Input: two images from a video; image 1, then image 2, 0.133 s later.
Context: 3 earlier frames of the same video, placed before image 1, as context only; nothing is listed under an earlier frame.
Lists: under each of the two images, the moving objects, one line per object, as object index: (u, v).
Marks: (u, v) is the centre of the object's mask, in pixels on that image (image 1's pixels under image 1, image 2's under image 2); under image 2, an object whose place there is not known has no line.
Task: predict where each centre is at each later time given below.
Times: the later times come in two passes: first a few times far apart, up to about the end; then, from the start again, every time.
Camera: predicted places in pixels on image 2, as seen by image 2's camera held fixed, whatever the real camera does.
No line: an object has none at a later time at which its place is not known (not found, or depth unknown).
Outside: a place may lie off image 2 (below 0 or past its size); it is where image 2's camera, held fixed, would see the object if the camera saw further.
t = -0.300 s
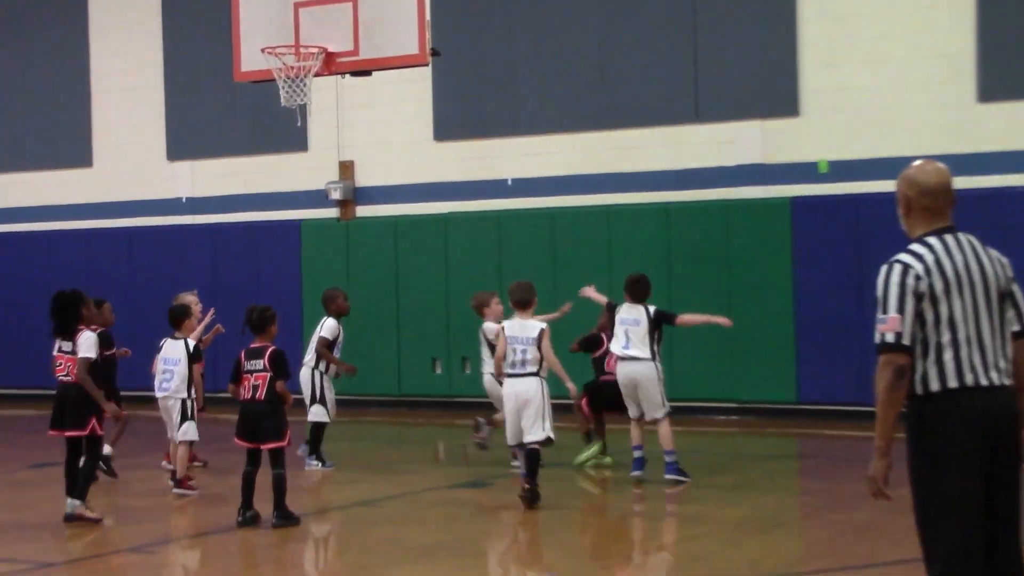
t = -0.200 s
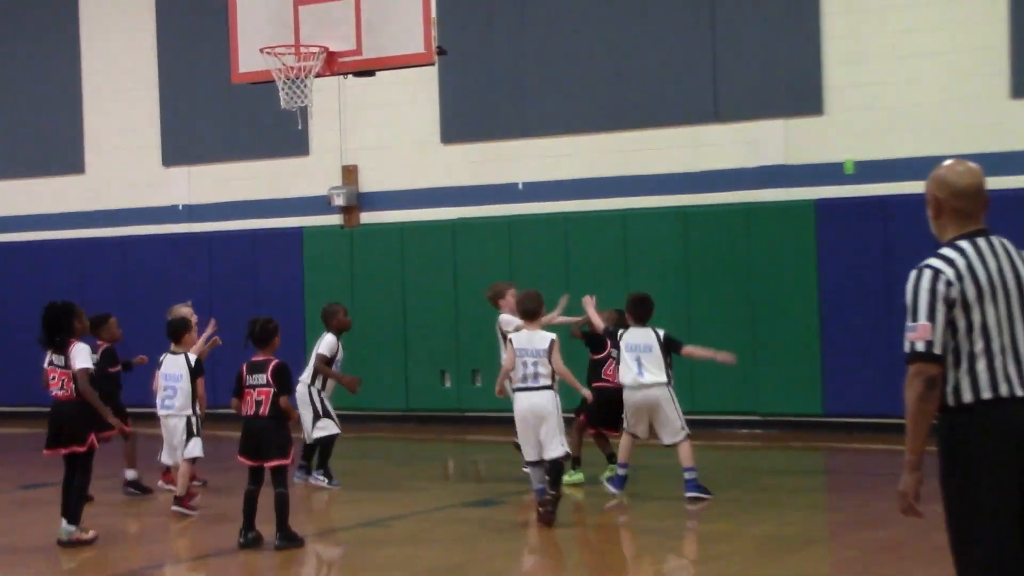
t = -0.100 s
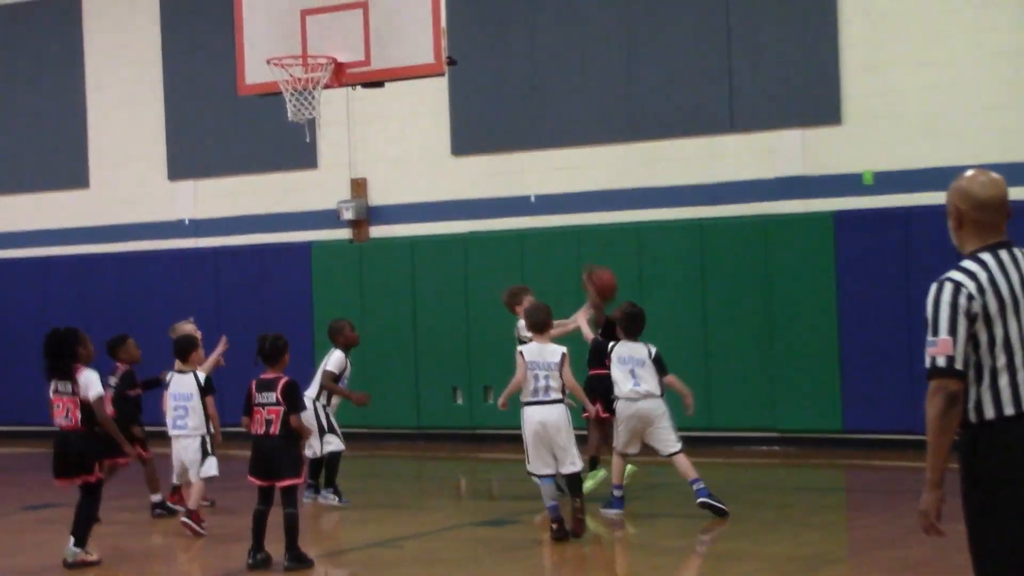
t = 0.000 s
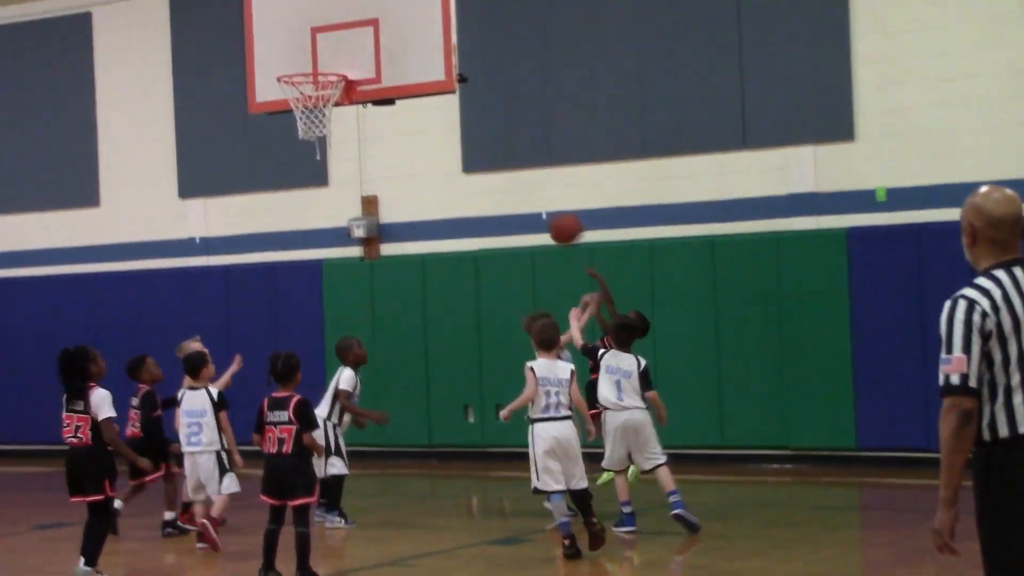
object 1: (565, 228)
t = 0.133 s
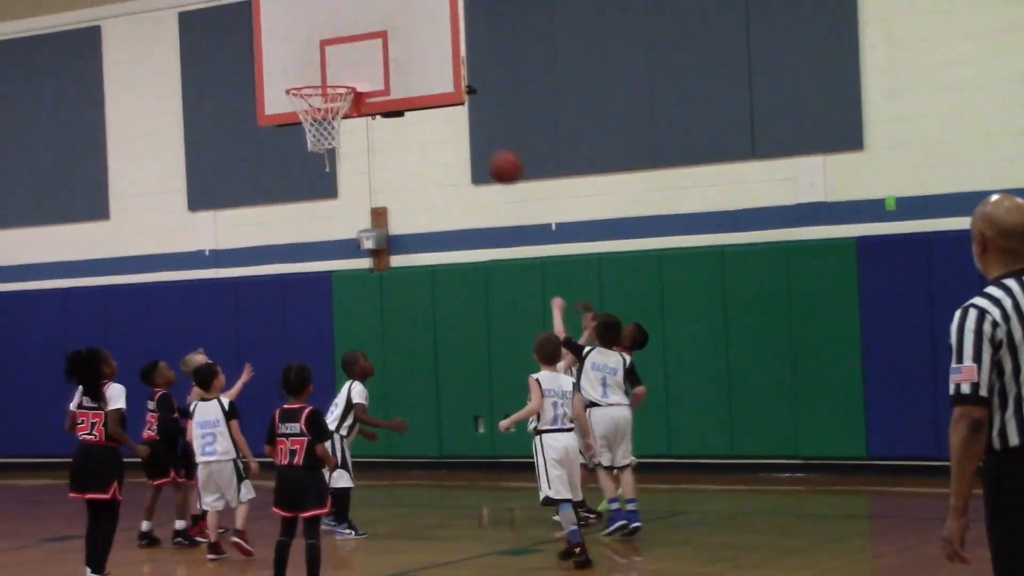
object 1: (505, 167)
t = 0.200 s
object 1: (471, 141)
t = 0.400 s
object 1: (372, 100)
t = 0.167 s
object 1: (488, 153)
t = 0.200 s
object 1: (471, 141)
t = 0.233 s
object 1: (453, 130)
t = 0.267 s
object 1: (437, 122)
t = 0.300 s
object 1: (420, 114)
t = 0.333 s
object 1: (405, 107)
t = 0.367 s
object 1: (389, 103)
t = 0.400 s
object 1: (372, 100)
